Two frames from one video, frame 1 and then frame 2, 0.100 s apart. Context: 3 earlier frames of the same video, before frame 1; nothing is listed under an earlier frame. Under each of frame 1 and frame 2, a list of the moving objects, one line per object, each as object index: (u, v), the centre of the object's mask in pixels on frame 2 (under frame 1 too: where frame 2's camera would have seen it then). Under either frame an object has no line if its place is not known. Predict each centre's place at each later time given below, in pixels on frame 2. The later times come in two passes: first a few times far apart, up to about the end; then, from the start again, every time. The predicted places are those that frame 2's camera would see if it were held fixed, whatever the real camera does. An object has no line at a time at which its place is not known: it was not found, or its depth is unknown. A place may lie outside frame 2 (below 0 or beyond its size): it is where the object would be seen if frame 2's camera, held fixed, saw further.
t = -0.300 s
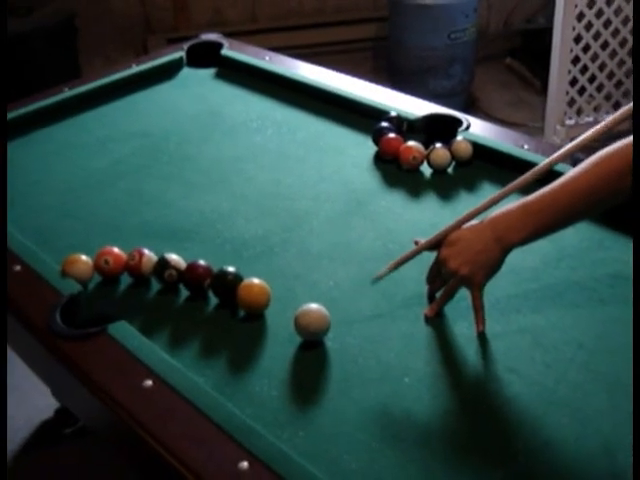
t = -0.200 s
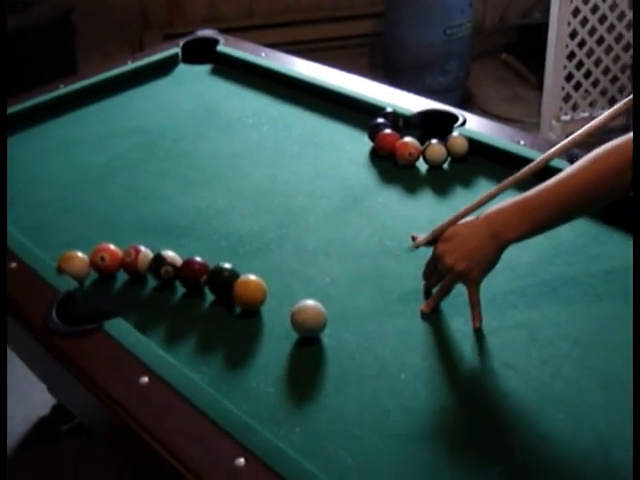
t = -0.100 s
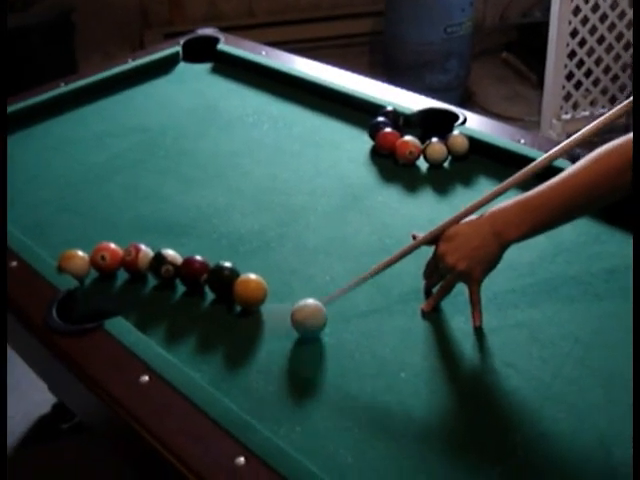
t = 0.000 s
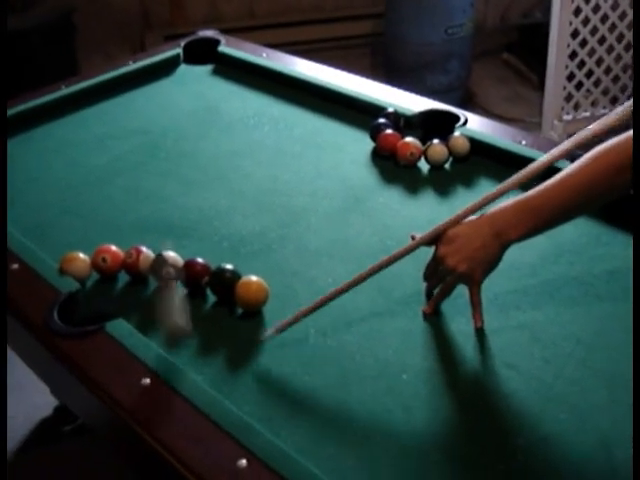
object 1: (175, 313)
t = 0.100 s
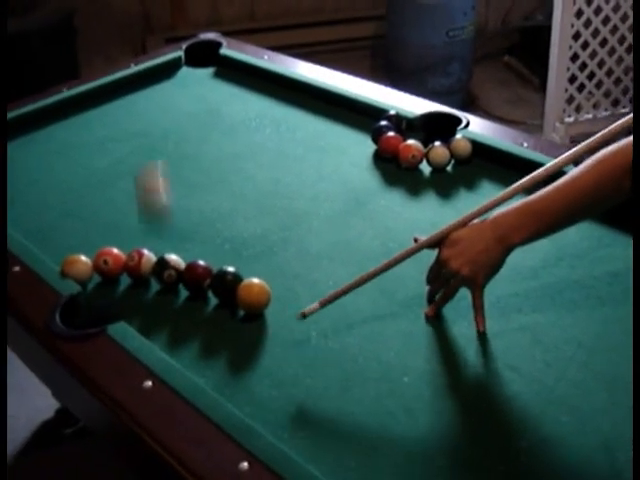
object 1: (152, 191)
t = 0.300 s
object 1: (155, 165)
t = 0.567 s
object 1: (130, 181)
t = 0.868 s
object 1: (22, 157)
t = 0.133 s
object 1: (150, 172)
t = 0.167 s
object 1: (150, 158)
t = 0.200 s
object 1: (150, 153)
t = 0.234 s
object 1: (150, 152)
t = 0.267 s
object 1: (152, 155)
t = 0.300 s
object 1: (155, 165)
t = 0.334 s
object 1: (158, 181)
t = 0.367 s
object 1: (161, 198)
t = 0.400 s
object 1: (161, 205)
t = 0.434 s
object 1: (154, 196)
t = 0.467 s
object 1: (149, 191)
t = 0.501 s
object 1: (145, 189)
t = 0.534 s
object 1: (138, 186)
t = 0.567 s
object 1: (130, 181)
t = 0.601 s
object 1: (121, 177)
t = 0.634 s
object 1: (111, 173)
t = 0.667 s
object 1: (99, 169)
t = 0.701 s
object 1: (87, 166)
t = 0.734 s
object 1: (74, 163)
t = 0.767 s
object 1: (59, 162)
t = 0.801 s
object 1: (46, 160)
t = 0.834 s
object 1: (33, 158)
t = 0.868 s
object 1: (22, 157)
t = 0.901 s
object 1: (15, 157)
